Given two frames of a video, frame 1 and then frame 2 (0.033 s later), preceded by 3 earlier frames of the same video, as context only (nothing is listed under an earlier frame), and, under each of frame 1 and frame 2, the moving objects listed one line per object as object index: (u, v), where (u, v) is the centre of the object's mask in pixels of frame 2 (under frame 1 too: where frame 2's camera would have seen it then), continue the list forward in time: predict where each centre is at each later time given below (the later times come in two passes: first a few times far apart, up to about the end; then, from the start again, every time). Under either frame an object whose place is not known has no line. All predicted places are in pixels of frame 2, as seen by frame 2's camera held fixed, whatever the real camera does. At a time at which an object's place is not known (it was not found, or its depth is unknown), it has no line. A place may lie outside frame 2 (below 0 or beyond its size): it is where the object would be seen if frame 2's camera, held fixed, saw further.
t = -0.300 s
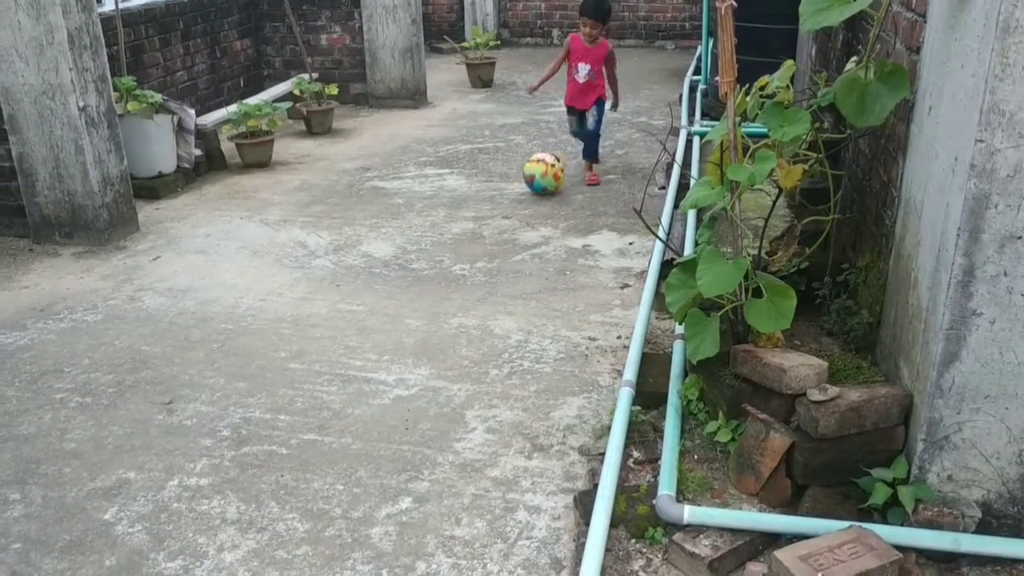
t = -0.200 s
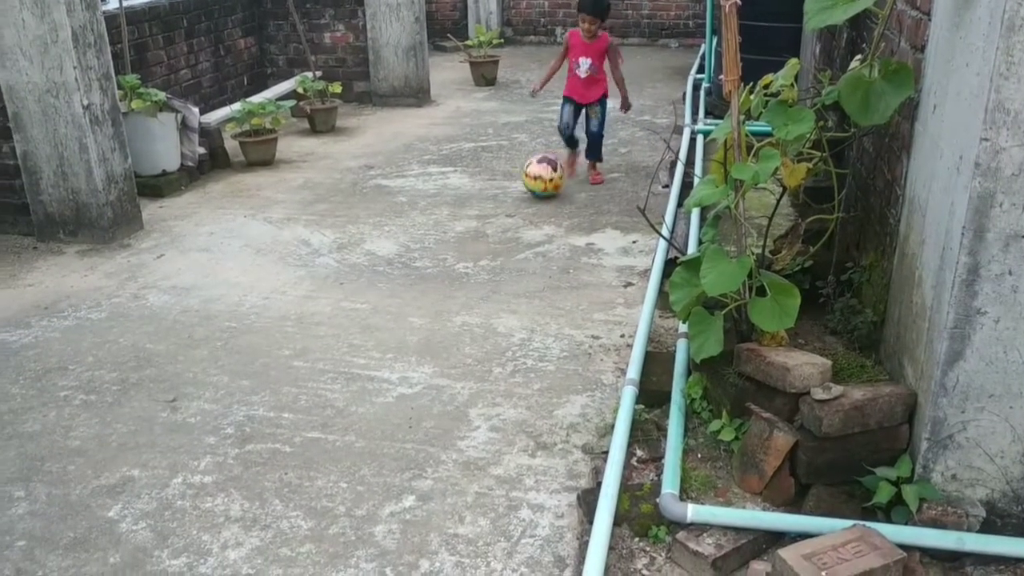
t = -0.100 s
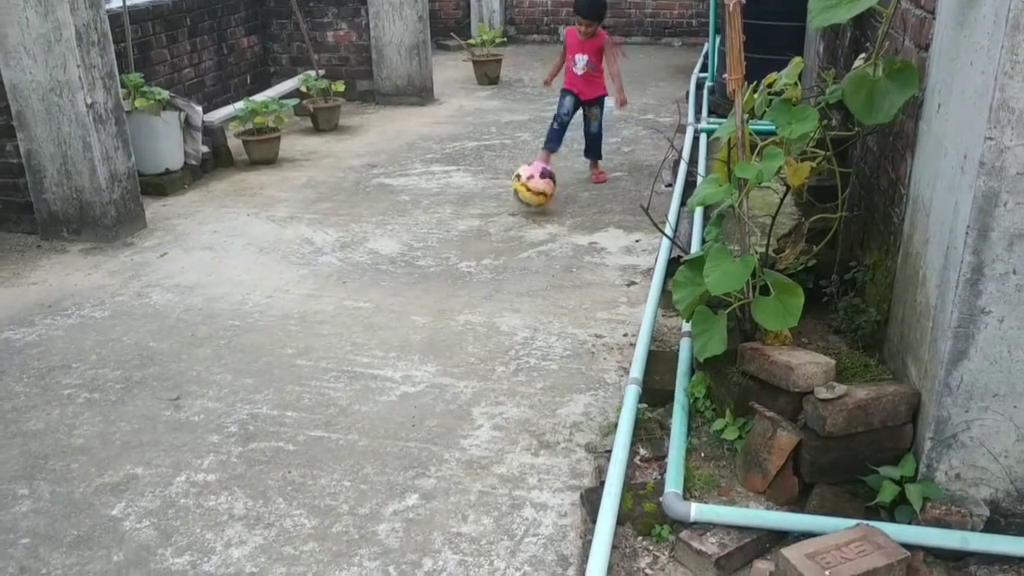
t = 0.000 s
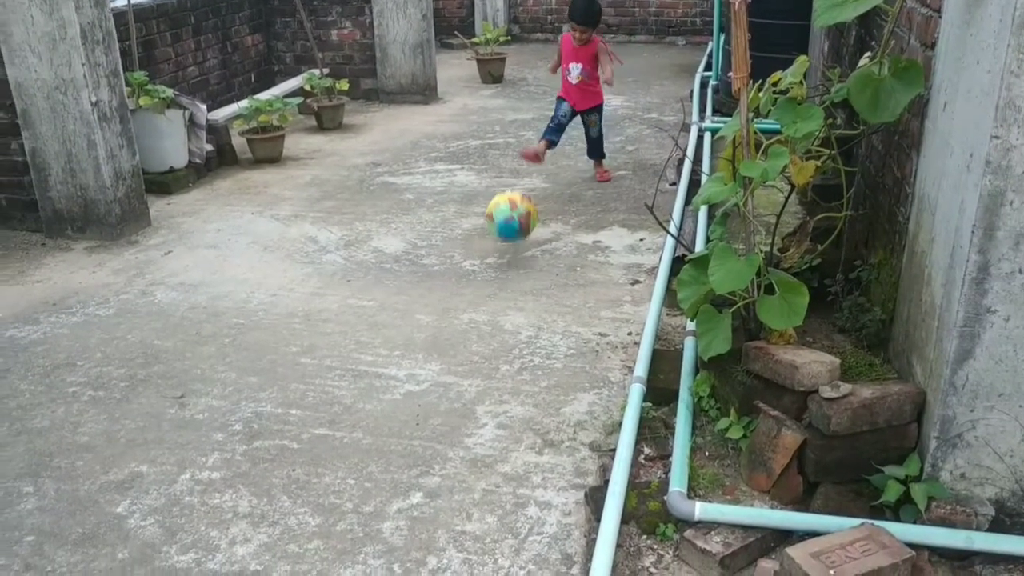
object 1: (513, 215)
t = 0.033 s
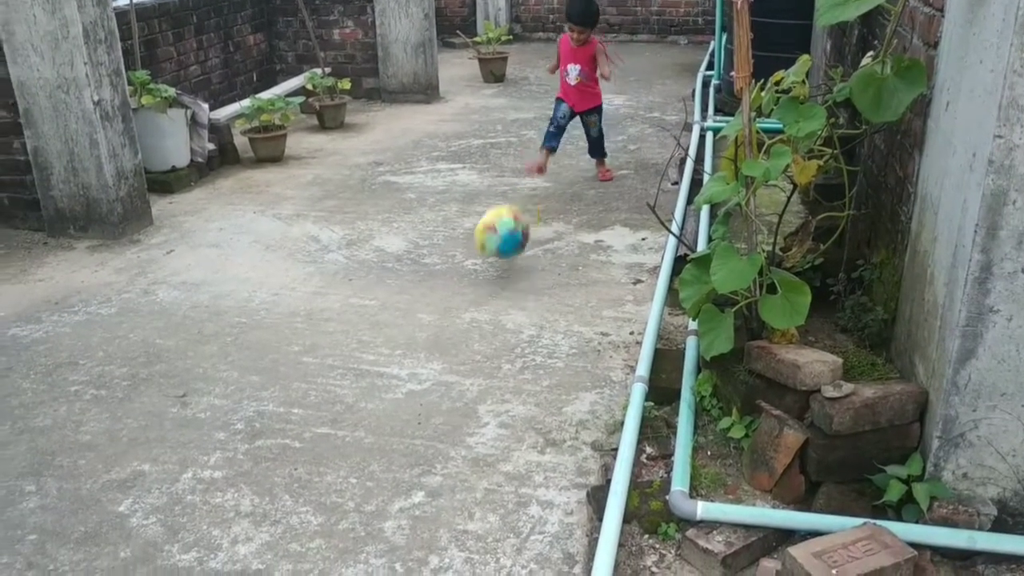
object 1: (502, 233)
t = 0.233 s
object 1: (413, 333)
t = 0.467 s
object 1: (291, 483)
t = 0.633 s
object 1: (212, 571)
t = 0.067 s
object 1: (489, 254)
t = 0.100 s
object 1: (474, 279)
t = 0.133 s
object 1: (457, 304)
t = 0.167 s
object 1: (443, 312)
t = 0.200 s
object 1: (428, 321)
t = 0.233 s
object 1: (413, 333)
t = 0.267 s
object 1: (399, 351)
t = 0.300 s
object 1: (382, 369)
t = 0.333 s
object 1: (365, 394)
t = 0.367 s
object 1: (347, 426)
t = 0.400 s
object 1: (327, 459)
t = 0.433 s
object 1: (309, 473)
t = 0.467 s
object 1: (291, 483)
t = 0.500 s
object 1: (274, 499)
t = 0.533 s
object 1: (257, 522)
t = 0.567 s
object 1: (243, 543)
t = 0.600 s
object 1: (229, 558)
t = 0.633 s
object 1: (212, 571)
